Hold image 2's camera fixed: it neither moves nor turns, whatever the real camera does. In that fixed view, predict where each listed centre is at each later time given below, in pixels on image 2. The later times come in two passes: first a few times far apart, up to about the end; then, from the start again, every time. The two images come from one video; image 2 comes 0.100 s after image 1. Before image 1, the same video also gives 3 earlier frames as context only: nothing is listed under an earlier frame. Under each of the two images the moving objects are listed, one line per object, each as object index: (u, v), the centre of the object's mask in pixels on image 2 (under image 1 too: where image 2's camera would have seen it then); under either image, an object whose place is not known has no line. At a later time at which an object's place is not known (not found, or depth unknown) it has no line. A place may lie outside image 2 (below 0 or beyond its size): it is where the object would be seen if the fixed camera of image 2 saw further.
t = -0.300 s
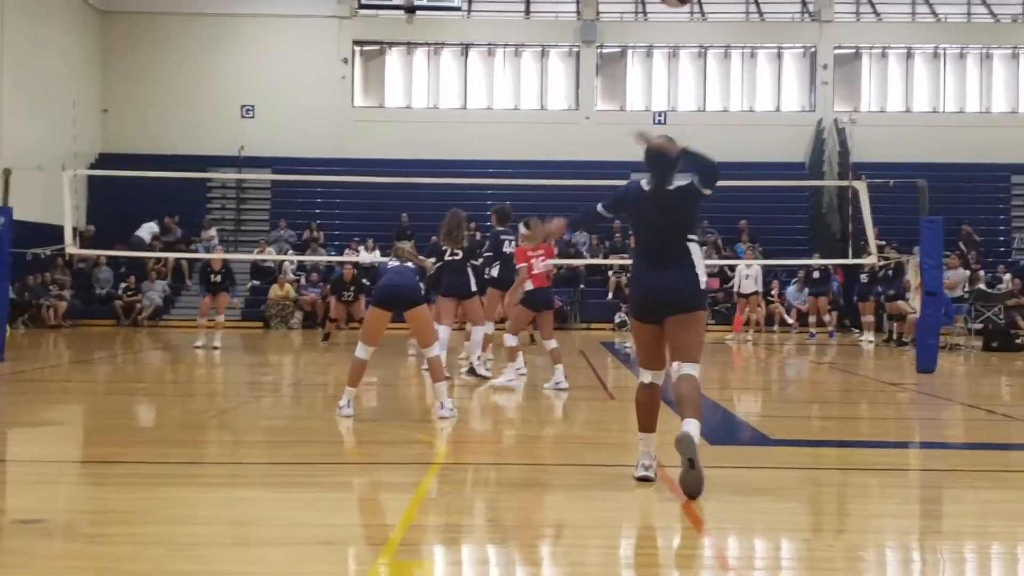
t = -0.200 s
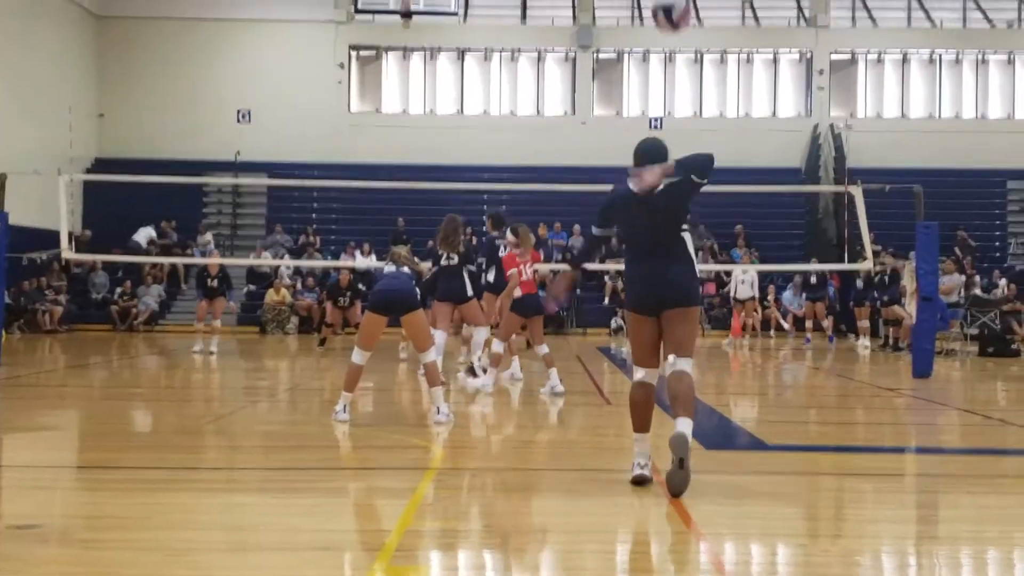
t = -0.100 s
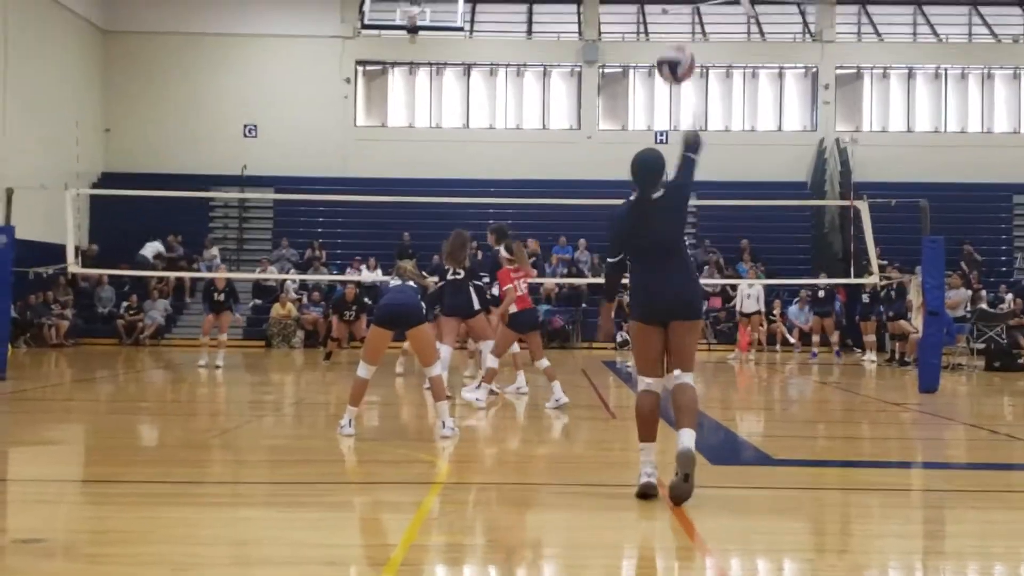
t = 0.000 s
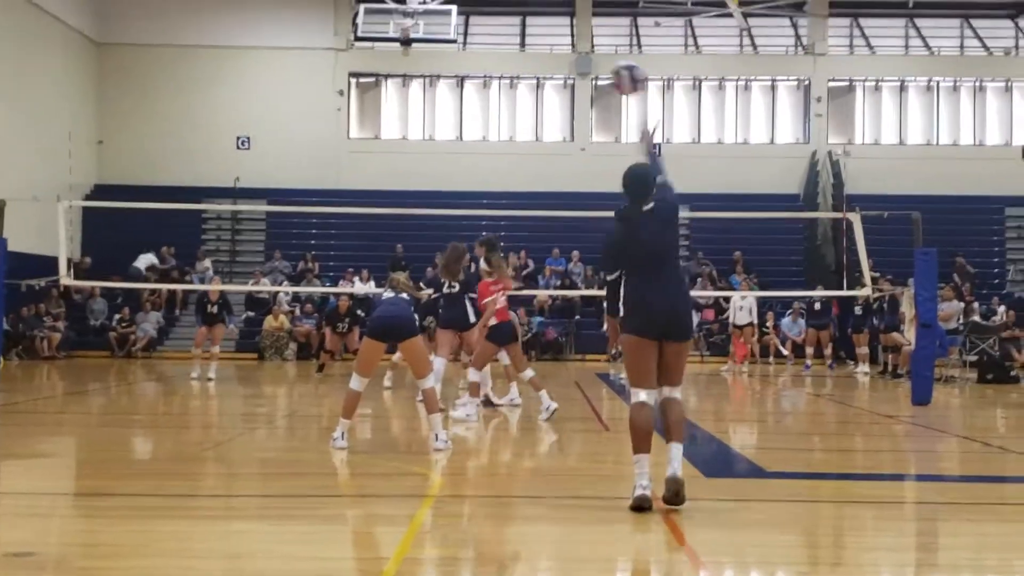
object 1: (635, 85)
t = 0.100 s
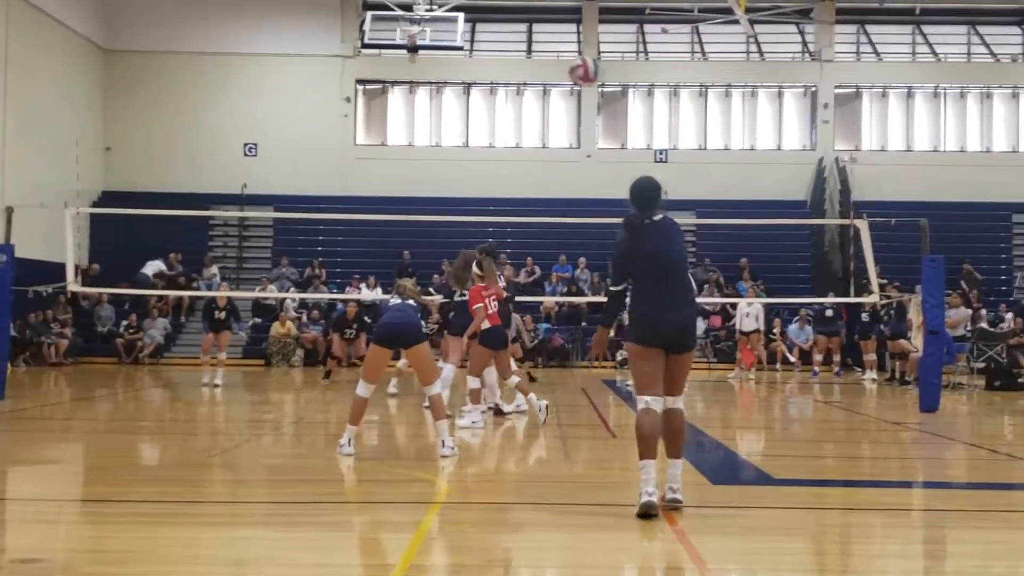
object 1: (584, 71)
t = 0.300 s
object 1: (522, 81)
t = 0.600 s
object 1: (463, 144)
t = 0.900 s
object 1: (426, 240)
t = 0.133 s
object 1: (571, 71)
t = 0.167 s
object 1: (559, 70)
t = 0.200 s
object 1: (549, 71)
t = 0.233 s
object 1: (538, 75)
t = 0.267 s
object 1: (529, 78)
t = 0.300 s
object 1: (522, 81)
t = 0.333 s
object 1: (515, 86)
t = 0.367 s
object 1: (508, 90)
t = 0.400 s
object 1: (499, 97)
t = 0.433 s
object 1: (492, 104)
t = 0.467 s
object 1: (486, 110)
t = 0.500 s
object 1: (480, 118)
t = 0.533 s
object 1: (473, 126)
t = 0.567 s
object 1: (467, 135)
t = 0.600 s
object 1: (463, 144)
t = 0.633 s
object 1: (457, 154)
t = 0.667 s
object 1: (453, 164)
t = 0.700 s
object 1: (448, 175)
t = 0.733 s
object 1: (444, 185)
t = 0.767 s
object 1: (440, 196)
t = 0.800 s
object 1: (437, 206)
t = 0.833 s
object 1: (432, 216)
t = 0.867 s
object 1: (429, 229)
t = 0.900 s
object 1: (426, 240)
